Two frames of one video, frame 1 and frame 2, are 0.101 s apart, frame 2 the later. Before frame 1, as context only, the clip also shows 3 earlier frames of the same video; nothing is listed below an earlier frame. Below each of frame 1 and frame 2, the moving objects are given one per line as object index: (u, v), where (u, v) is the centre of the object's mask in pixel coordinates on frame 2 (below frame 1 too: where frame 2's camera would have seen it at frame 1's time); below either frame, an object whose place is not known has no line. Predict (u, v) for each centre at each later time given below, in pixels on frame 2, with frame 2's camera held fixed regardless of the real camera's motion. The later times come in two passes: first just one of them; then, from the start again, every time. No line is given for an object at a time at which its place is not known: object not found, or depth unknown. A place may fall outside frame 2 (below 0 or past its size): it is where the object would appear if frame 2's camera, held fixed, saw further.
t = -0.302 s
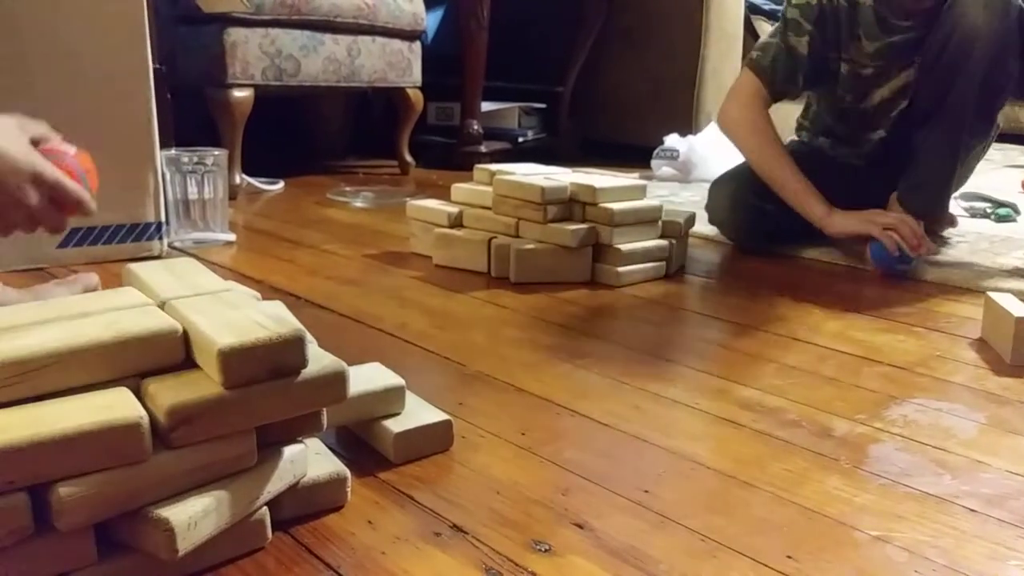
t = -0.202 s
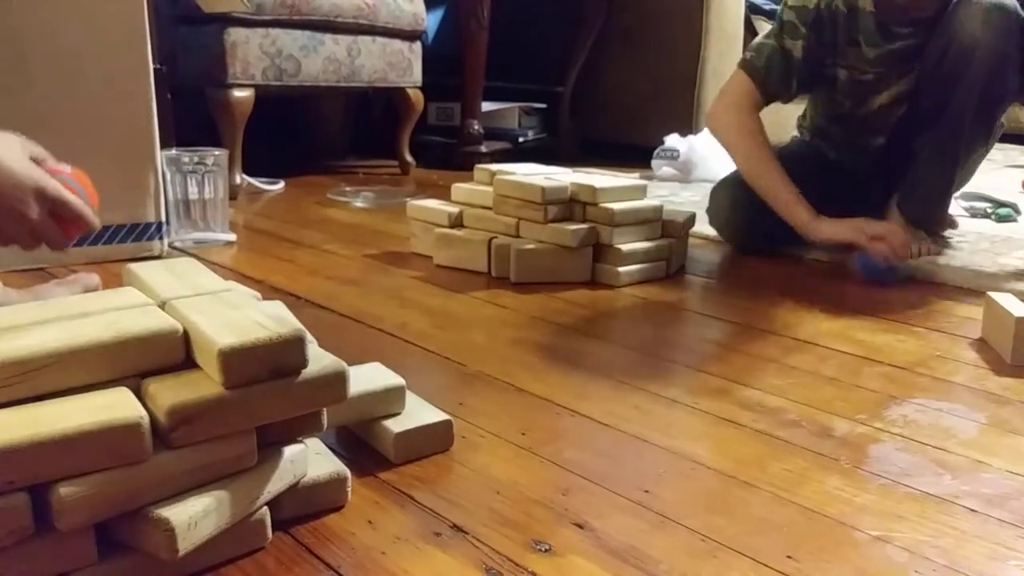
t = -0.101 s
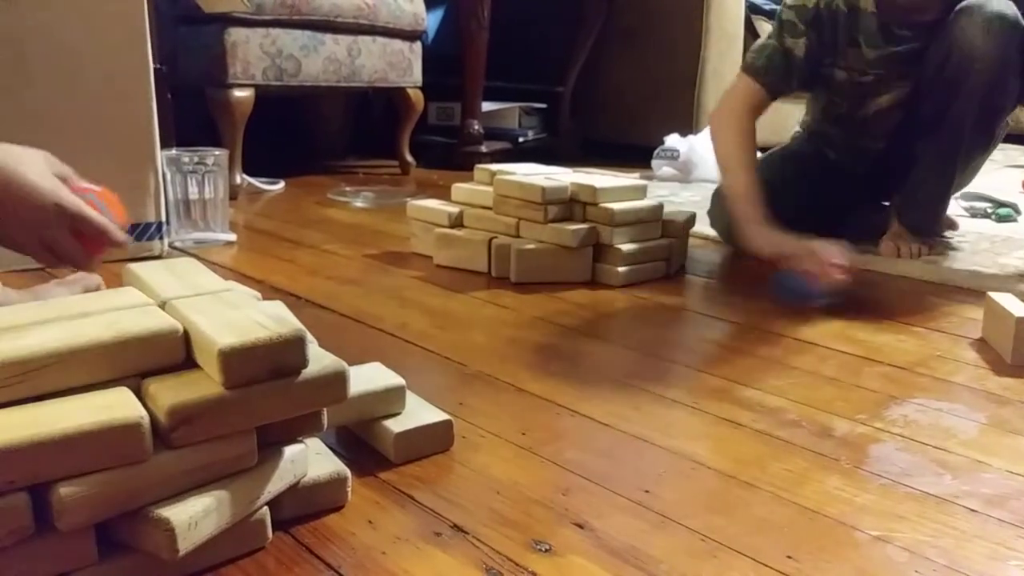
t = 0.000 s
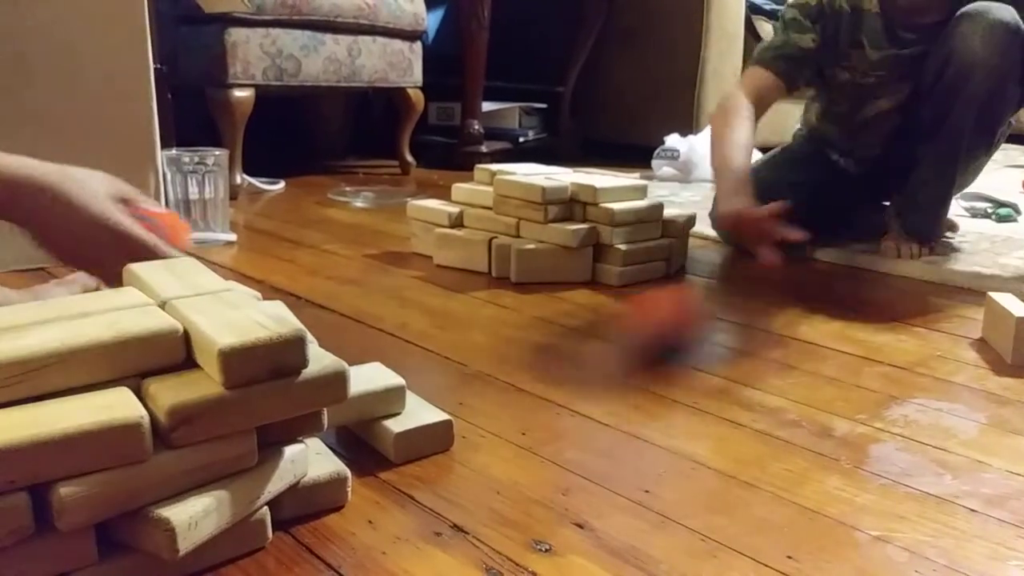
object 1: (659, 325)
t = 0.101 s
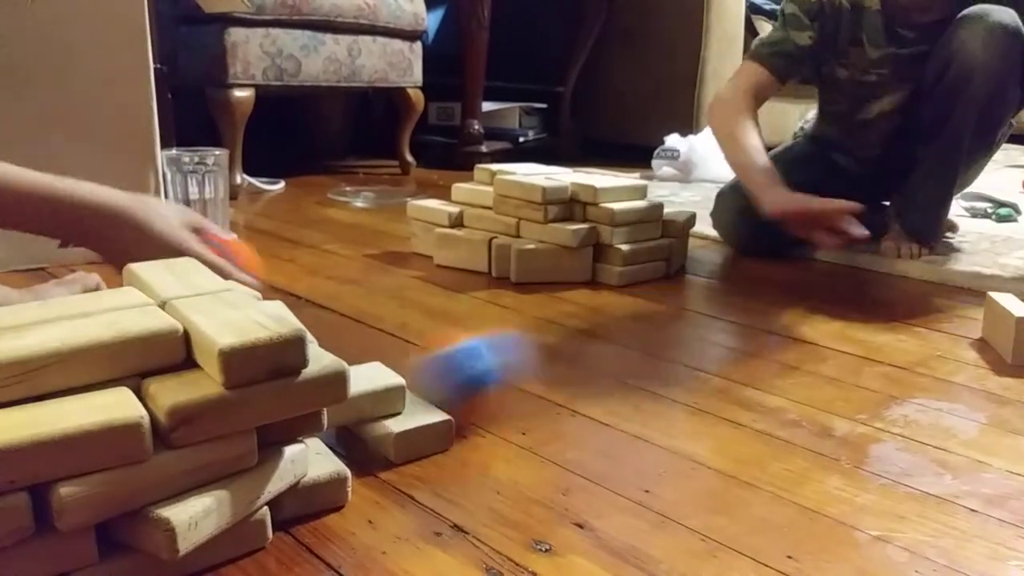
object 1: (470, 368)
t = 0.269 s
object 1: (393, 362)
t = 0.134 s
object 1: (441, 353)
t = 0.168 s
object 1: (426, 340)
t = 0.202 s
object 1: (414, 338)
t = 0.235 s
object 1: (402, 346)
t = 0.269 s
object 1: (393, 362)
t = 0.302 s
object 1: (377, 401)
